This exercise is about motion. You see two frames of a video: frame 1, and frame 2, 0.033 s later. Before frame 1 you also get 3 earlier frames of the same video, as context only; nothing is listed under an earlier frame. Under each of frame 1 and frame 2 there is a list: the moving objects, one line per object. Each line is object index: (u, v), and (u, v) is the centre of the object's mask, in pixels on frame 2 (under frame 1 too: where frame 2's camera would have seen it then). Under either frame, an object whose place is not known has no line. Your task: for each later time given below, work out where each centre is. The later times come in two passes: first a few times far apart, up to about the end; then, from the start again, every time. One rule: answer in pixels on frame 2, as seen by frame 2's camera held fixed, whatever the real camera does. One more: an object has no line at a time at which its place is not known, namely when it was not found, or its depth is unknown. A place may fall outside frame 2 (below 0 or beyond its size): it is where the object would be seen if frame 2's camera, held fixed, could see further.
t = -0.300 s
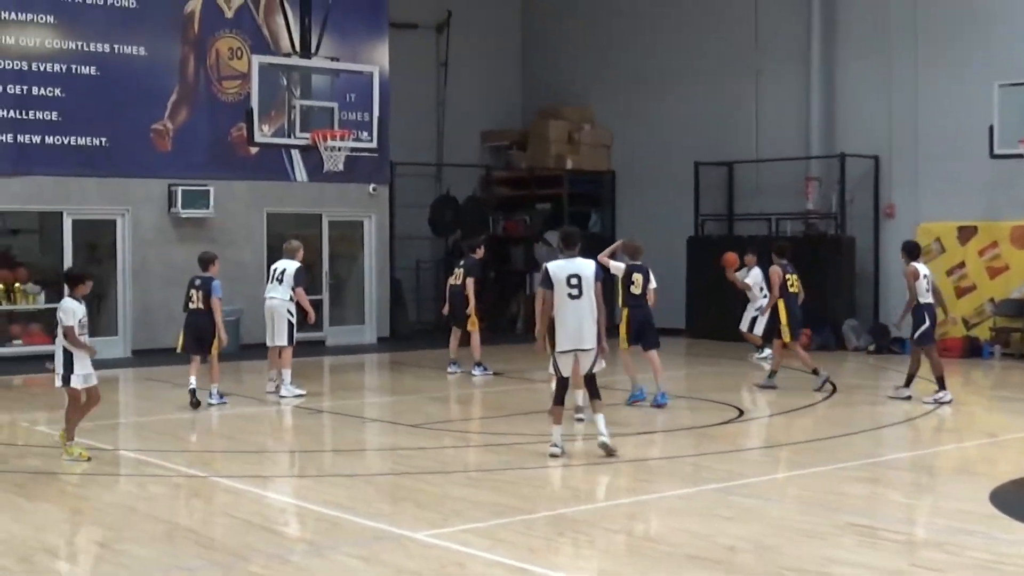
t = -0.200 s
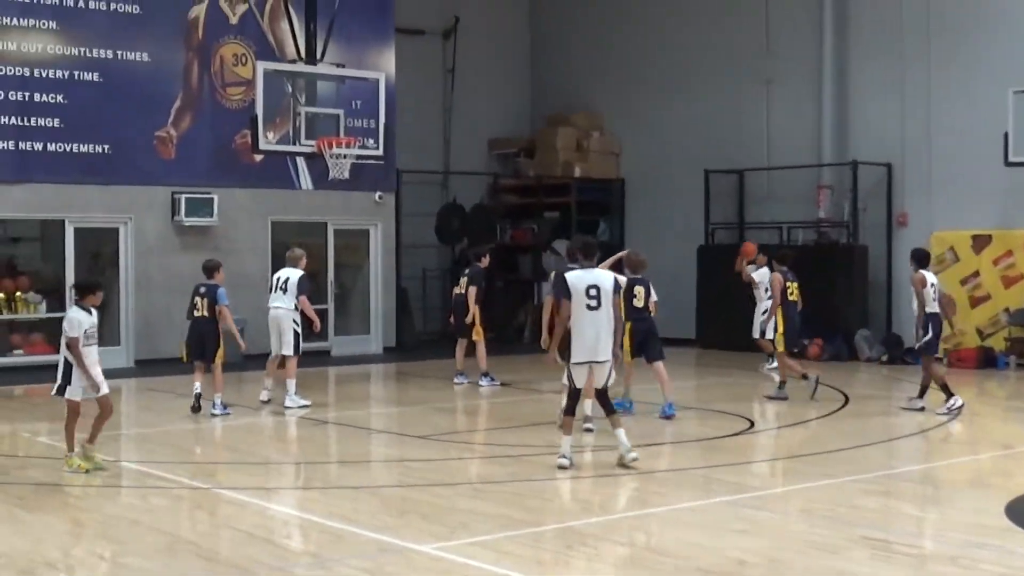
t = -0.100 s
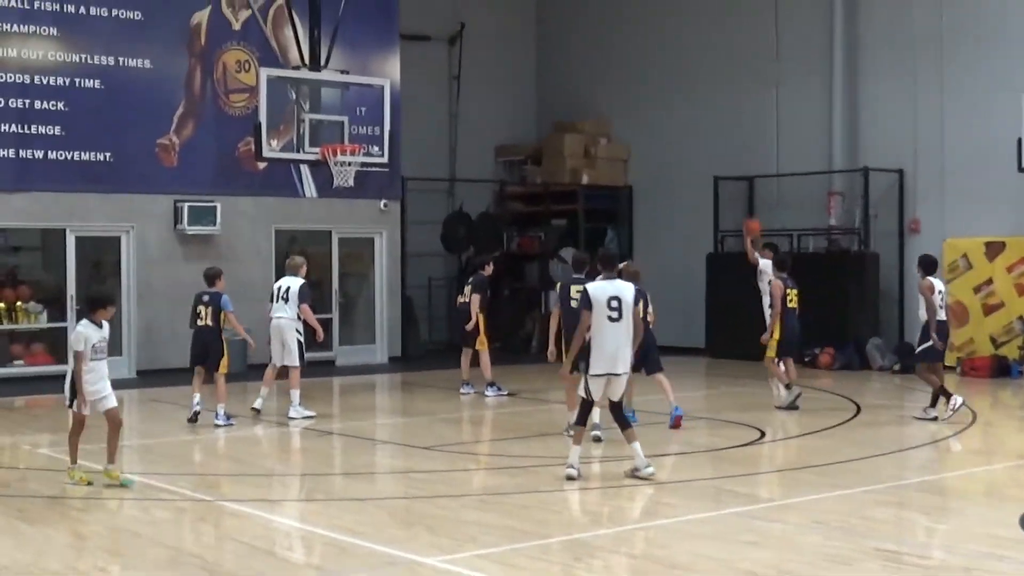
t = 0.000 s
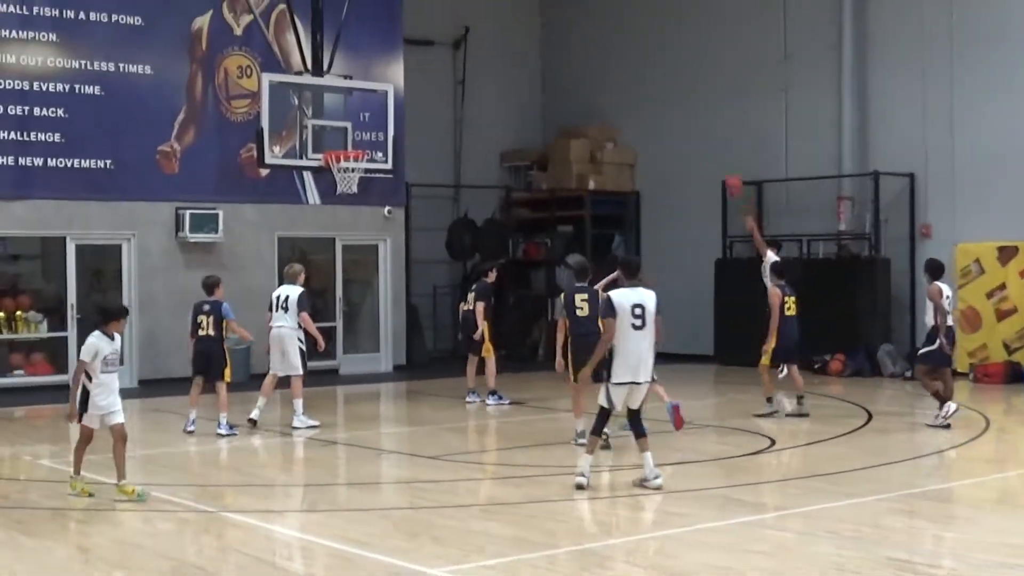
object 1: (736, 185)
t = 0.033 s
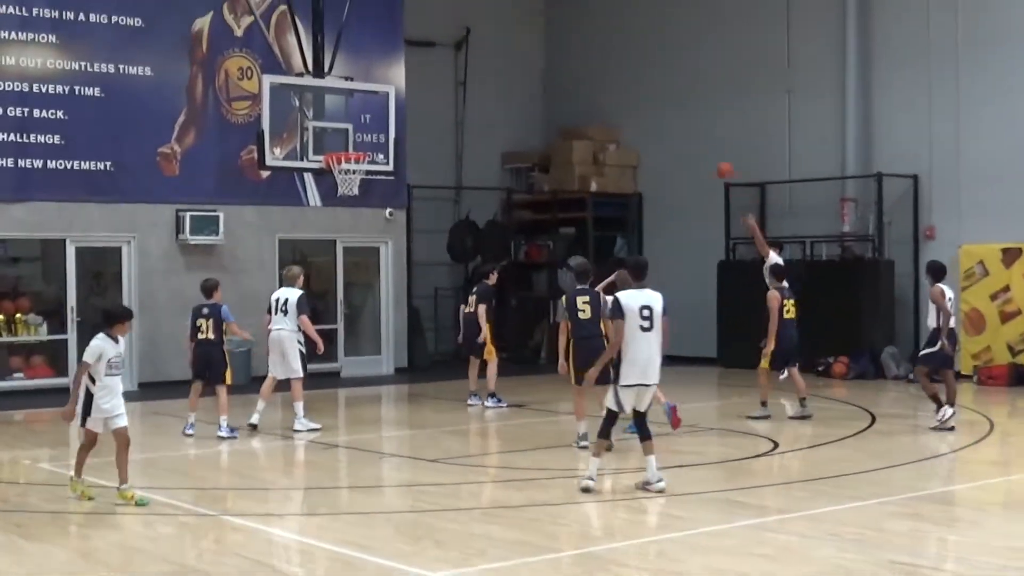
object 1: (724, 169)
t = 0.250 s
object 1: (656, 89)
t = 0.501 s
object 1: (574, 38)
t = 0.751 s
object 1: (487, 34)
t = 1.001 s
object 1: (399, 81)
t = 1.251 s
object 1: (342, 131)
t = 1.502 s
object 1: (372, 100)
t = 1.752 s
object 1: (403, 111)
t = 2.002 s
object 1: (436, 171)
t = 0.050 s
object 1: (720, 163)
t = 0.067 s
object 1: (714, 155)
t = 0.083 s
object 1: (709, 149)
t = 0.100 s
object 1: (703, 141)
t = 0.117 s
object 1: (700, 135)
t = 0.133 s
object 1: (693, 129)
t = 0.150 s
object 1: (688, 122)
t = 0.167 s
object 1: (683, 117)
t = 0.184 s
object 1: (678, 111)
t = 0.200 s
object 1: (672, 105)
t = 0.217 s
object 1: (667, 100)
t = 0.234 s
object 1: (662, 94)
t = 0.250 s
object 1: (656, 89)
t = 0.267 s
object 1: (650, 84)
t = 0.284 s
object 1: (646, 80)
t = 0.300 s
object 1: (639, 76)
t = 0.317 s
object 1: (634, 72)
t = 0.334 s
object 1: (628, 68)
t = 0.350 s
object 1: (622, 63)
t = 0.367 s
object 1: (616, 59)
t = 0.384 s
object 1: (611, 56)
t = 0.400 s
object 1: (606, 53)
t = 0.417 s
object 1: (601, 50)
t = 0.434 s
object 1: (595, 47)
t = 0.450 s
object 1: (589, 44)
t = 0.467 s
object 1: (584, 42)
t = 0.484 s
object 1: (578, 40)
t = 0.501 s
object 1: (574, 38)
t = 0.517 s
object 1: (567, 36)
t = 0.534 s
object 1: (562, 35)
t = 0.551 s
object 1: (556, 34)
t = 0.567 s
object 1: (550, 33)
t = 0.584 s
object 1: (545, 31)
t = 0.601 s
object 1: (539, 30)
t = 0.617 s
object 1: (534, 29)
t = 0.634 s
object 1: (528, 29)
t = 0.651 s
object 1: (522, 29)
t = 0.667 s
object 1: (516, 29)
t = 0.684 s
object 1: (511, 30)
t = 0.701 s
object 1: (505, 31)
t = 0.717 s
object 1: (499, 31)
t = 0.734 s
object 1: (493, 32)
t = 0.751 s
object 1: (487, 34)
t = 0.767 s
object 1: (481, 35)
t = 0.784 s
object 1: (474, 37)
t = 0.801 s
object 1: (468, 39)
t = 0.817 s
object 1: (463, 41)
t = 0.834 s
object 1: (457, 44)
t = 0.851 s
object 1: (452, 47)
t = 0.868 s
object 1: (445, 50)
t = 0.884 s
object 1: (440, 53)
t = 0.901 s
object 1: (434, 57)
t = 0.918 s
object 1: (429, 59)
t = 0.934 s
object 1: (423, 62)
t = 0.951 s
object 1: (417, 67)
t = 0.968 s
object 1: (410, 71)
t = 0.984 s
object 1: (405, 76)
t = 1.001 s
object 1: (399, 81)
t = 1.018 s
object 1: (393, 87)
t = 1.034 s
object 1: (386, 92)
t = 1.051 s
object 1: (380, 96)
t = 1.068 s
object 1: (375, 101)
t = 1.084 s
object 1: (370, 108)
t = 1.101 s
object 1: (364, 113)
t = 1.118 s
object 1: (358, 119)
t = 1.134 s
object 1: (350, 127)
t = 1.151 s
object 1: (345, 134)
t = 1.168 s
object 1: (339, 142)
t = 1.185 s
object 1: (334, 145)
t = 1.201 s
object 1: (336, 143)
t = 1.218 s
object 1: (338, 138)
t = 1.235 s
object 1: (341, 134)
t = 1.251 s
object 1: (342, 131)
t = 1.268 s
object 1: (345, 126)
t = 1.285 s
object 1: (347, 124)
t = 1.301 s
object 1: (348, 120)
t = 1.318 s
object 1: (349, 118)
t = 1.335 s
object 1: (352, 114)
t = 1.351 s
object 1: (354, 112)
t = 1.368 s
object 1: (356, 110)
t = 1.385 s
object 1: (358, 108)
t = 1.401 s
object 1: (359, 106)
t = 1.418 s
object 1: (361, 104)
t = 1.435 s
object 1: (362, 104)
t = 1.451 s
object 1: (363, 103)
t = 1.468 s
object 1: (366, 102)
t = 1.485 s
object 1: (367, 100)
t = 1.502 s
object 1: (372, 100)
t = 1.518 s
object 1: (373, 100)
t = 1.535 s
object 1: (375, 100)
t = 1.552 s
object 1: (376, 100)
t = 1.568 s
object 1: (378, 100)
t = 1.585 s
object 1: (380, 100)
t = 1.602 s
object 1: (382, 100)
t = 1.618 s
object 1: (384, 100)
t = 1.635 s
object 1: (386, 101)
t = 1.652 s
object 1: (390, 101)
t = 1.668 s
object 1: (391, 102)
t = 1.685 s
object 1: (393, 103)
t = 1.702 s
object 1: (396, 105)
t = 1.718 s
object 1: (399, 107)
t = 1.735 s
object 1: (401, 109)
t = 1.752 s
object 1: (403, 111)
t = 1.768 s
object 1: (406, 114)
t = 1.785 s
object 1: (407, 116)
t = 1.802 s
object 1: (410, 119)
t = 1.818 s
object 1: (412, 122)
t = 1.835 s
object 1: (414, 126)
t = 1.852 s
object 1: (416, 129)
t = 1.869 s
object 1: (419, 133)
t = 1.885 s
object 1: (421, 137)
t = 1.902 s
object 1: (423, 141)
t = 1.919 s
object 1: (425, 146)
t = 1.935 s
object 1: (428, 151)
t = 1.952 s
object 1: (430, 155)
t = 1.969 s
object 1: (432, 160)
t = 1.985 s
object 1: (434, 166)
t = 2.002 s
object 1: (436, 171)
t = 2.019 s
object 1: (439, 176)
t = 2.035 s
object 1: (442, 182)
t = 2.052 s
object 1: (443, 188)
